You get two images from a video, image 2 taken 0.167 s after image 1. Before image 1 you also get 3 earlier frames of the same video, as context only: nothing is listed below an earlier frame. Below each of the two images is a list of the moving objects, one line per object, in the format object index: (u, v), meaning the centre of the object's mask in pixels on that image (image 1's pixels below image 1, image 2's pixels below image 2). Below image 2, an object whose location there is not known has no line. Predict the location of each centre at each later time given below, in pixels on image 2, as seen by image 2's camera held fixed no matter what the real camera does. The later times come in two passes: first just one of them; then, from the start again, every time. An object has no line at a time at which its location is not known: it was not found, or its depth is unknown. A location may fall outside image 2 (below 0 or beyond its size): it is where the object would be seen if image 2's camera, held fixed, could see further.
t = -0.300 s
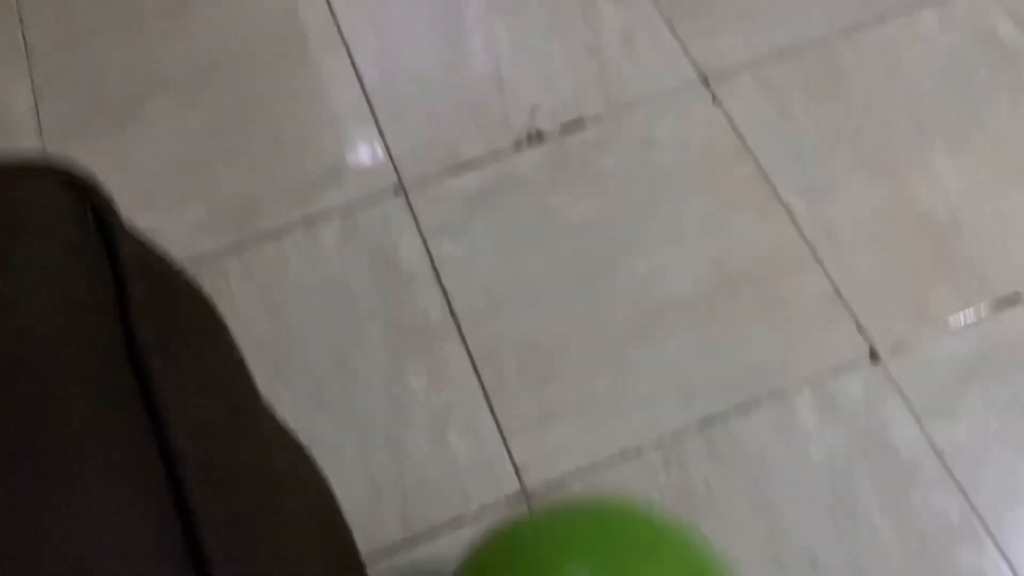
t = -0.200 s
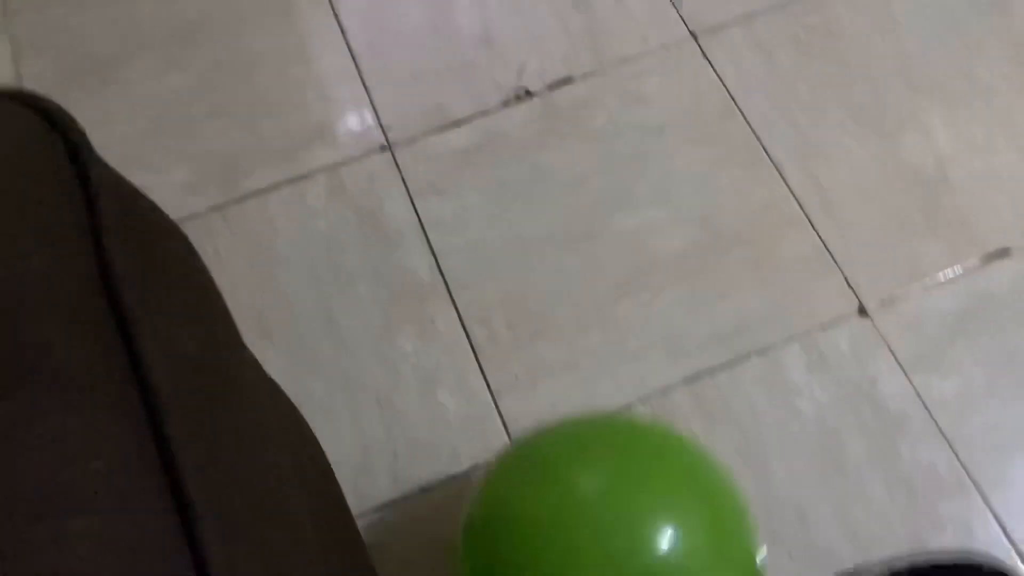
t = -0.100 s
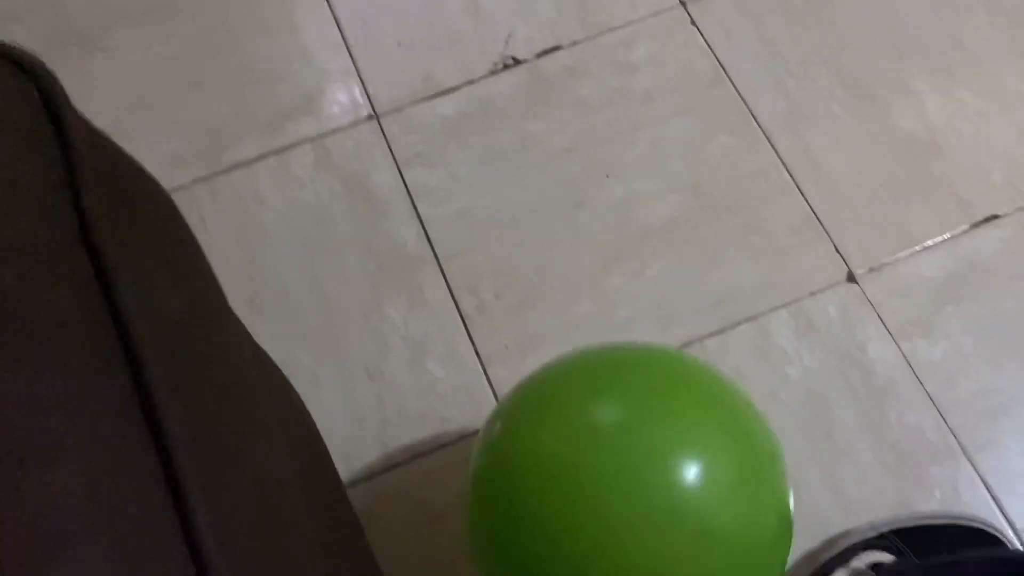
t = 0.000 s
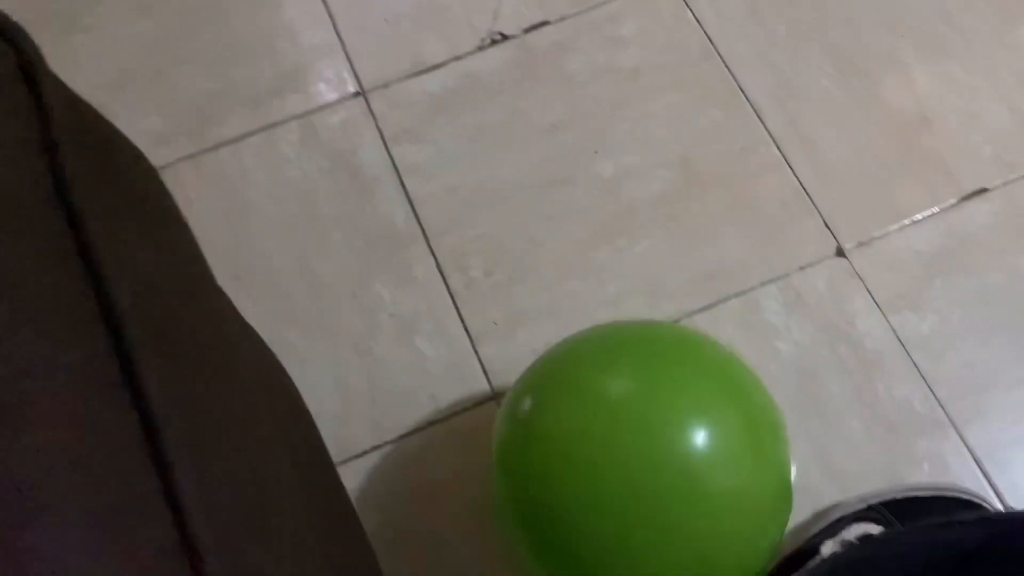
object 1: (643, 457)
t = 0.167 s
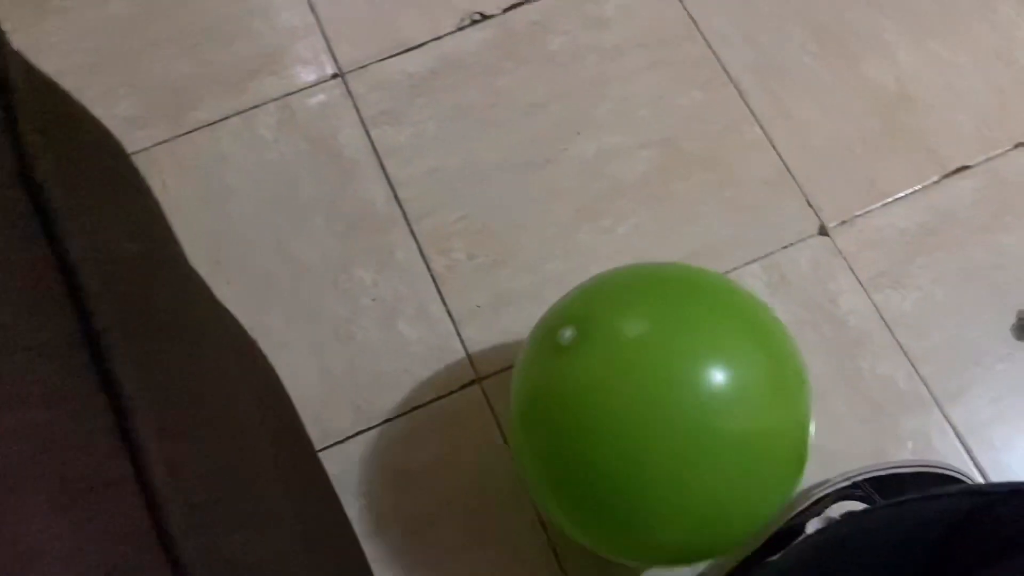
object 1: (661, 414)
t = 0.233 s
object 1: (675, 392)
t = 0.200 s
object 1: (666, 407)
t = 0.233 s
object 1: (675, 392)
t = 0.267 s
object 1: (681, 382)
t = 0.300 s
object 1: (685, 374)
